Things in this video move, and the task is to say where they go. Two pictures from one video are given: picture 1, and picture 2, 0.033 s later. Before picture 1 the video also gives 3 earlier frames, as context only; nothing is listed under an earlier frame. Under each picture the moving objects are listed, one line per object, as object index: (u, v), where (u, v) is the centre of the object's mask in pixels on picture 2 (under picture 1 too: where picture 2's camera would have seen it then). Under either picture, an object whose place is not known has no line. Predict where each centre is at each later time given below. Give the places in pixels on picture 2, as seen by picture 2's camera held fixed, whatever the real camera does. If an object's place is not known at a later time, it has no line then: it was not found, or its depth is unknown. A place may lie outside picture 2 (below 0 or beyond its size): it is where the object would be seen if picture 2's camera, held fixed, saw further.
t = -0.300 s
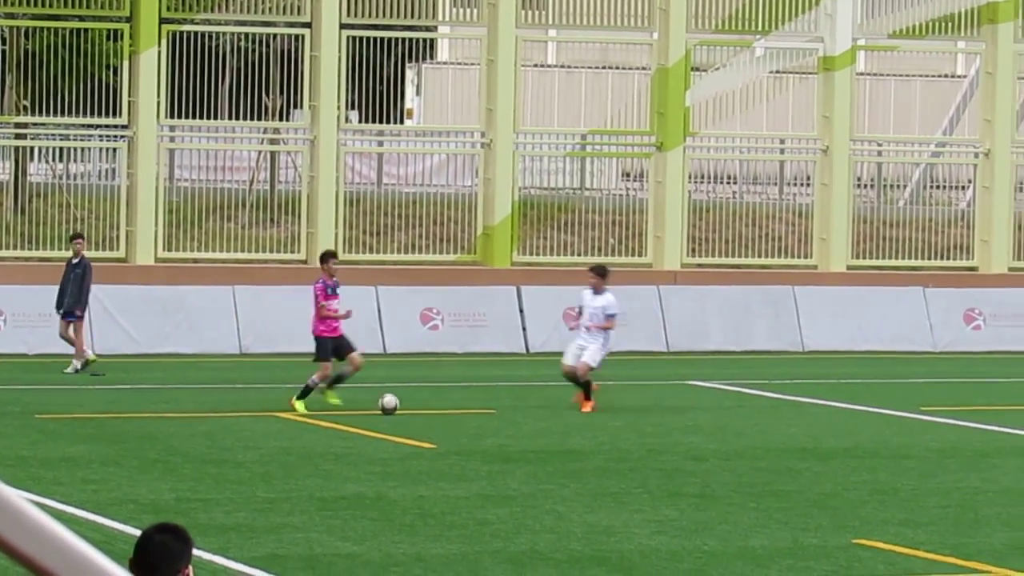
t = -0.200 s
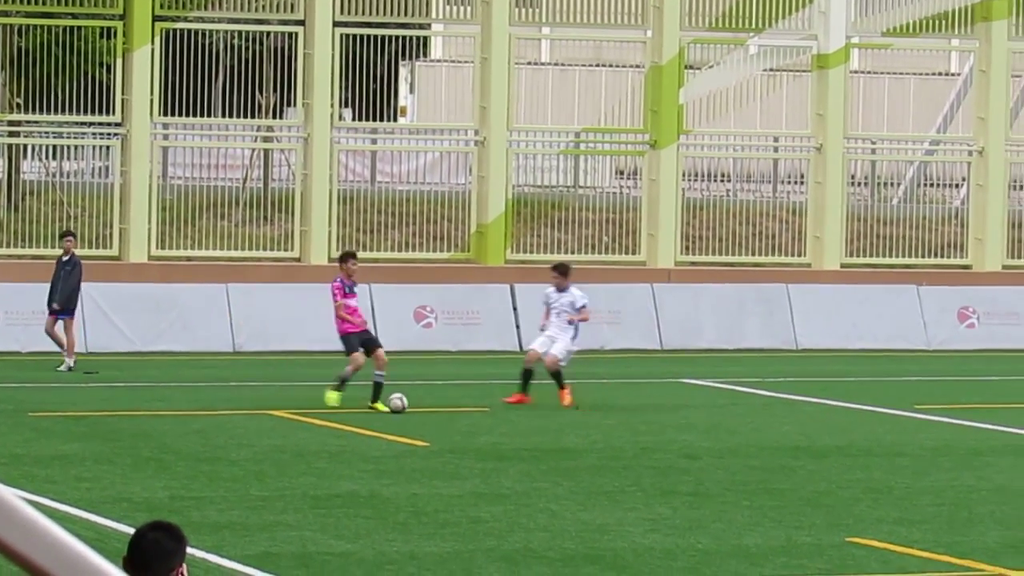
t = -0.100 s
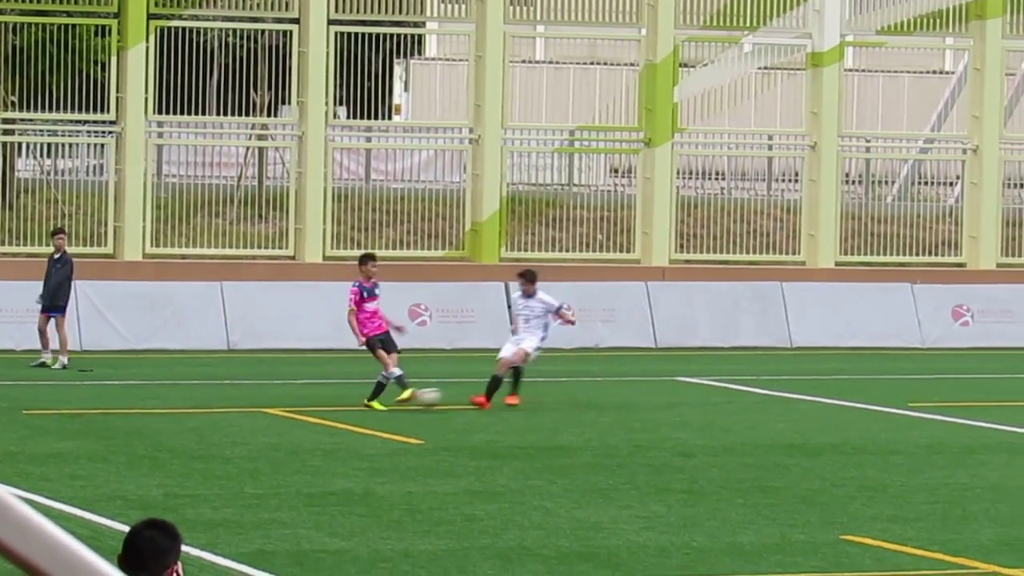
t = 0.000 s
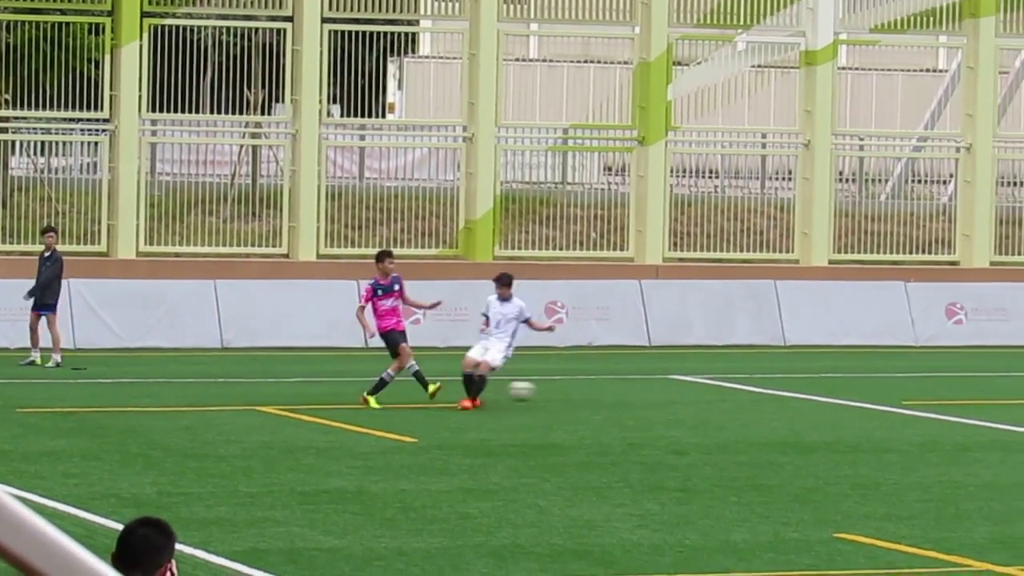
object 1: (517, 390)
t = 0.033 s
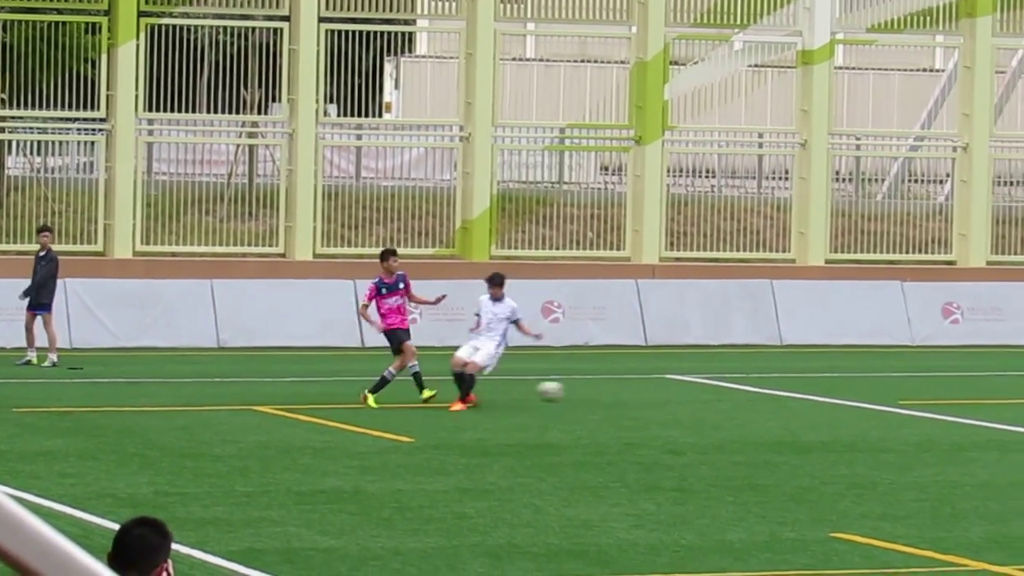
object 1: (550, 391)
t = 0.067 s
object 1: (583, 392)
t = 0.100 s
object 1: (618, 394)
